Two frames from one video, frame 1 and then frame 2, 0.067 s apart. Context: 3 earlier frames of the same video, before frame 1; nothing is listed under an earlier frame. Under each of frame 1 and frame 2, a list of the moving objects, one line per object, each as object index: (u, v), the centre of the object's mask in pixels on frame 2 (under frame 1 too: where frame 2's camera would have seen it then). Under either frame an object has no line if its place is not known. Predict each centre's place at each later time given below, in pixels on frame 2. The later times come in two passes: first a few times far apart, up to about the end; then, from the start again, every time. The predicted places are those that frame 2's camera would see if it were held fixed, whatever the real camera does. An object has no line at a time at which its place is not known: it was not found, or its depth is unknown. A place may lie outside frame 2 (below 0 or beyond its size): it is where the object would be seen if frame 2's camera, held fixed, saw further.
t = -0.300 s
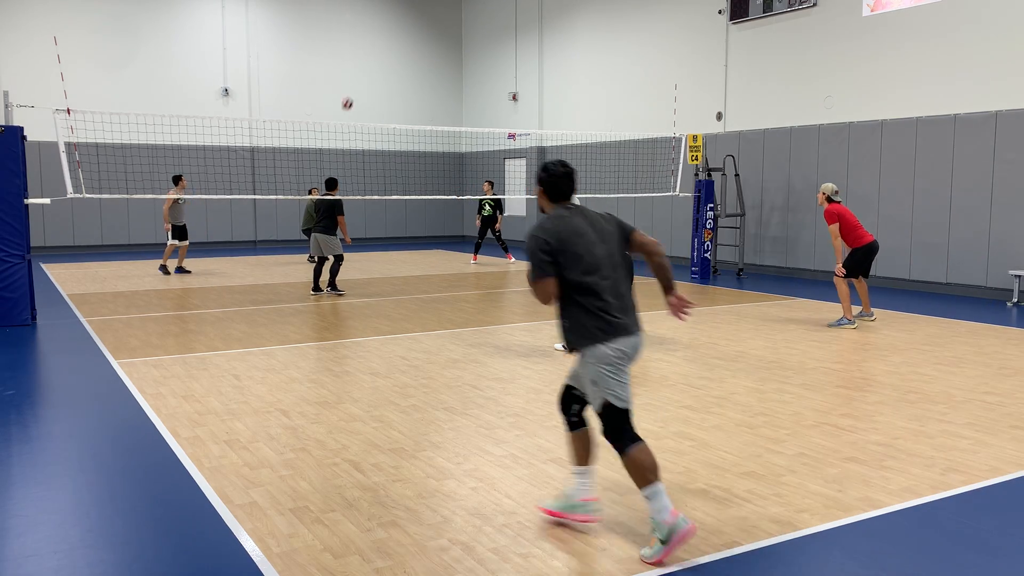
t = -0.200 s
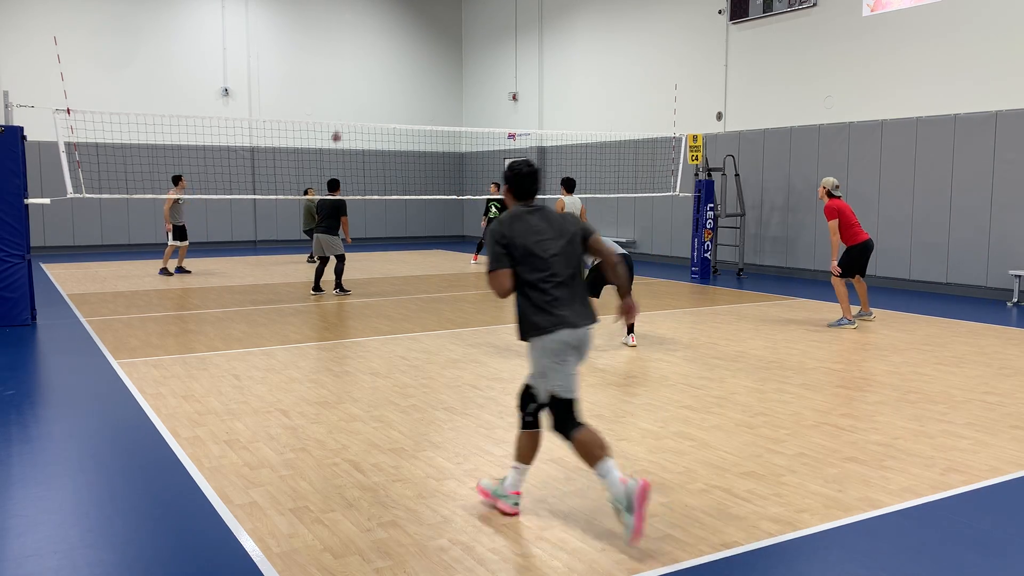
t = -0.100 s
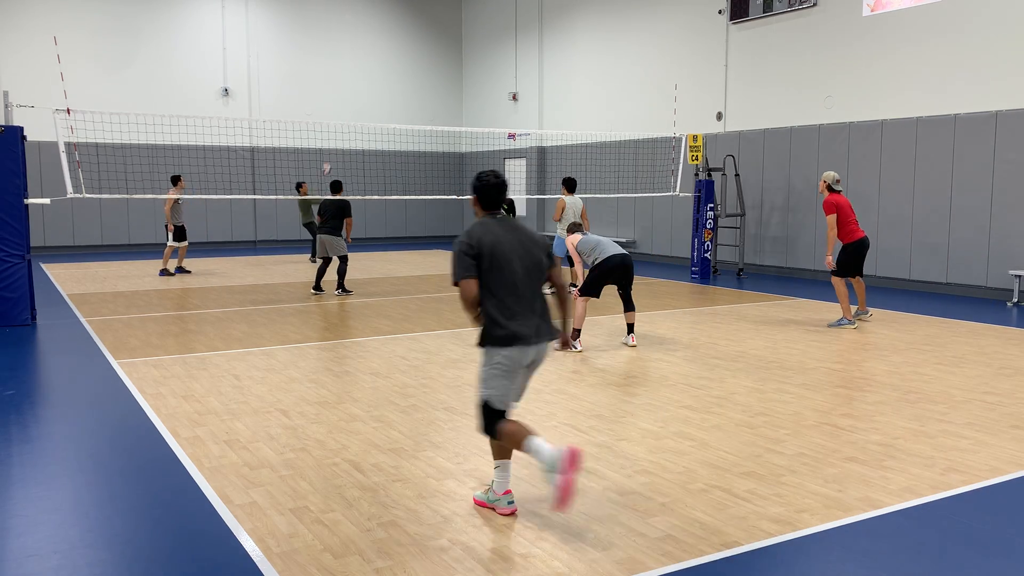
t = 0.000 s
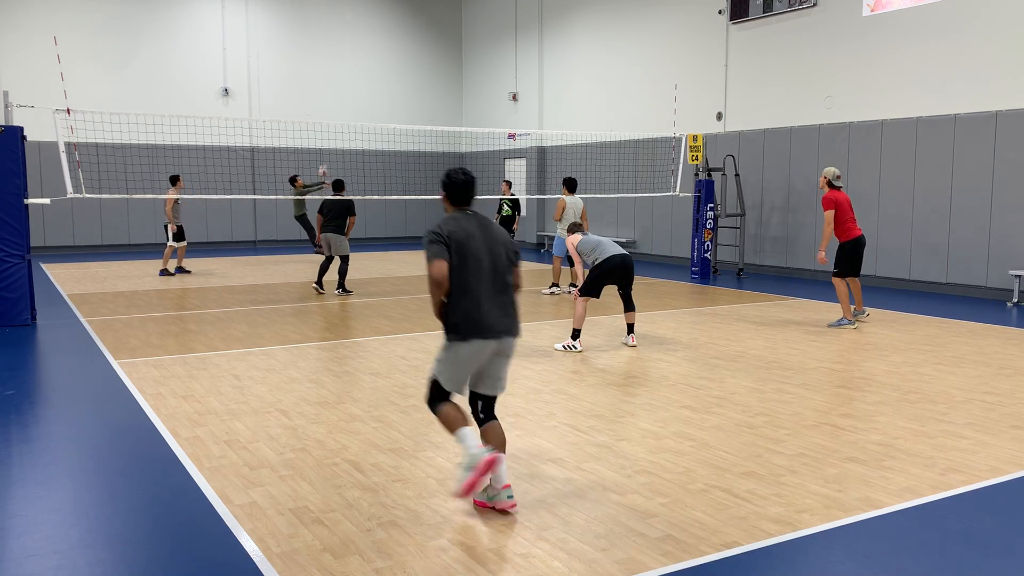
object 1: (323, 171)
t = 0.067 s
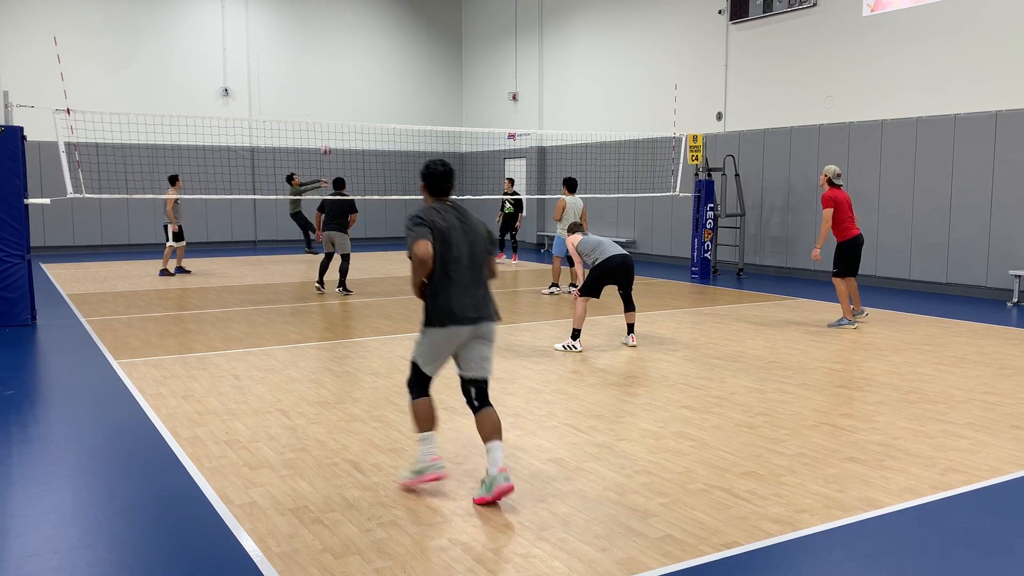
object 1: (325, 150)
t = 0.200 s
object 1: (331, 112)
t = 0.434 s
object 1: (341, 62)
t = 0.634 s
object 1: (352, 39)
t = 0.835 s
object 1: (363, 38)
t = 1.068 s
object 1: (378, 69)
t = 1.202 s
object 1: (388, 104)
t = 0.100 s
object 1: (327, 140)
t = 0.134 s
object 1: (328, 131)
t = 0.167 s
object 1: (329, 118)
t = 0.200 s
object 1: (331, 112)
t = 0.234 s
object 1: (332, 104)
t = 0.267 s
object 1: (333, 96)
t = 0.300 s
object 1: (335, 88)
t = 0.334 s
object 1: (336, 81)
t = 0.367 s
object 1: (338, 74)
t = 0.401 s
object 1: (340, 68)
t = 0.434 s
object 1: (341, 62)
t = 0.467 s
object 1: (343, 57)
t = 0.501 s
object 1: (345, 52)
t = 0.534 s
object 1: (346, 48)
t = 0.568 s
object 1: (348, 44)
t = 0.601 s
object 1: (350, 41)
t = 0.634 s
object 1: (352, 39)
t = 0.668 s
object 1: (354, 37)
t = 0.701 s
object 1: (356, 36)
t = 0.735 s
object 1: (357, 35)
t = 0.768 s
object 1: (359, 36)
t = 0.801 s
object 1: (362, 37)
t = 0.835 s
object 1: (363, 38)
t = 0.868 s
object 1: (365, 41)
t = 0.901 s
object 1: (367, 43)
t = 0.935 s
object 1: (370, 47)
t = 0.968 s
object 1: (372, 52)
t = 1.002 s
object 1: (374, 57)
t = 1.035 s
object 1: (376, 63)
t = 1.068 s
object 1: (378, 69)
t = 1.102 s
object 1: (381, 77)
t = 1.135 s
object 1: (383, 85)
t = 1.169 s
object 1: (385, 94)
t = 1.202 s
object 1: (388, 104)
